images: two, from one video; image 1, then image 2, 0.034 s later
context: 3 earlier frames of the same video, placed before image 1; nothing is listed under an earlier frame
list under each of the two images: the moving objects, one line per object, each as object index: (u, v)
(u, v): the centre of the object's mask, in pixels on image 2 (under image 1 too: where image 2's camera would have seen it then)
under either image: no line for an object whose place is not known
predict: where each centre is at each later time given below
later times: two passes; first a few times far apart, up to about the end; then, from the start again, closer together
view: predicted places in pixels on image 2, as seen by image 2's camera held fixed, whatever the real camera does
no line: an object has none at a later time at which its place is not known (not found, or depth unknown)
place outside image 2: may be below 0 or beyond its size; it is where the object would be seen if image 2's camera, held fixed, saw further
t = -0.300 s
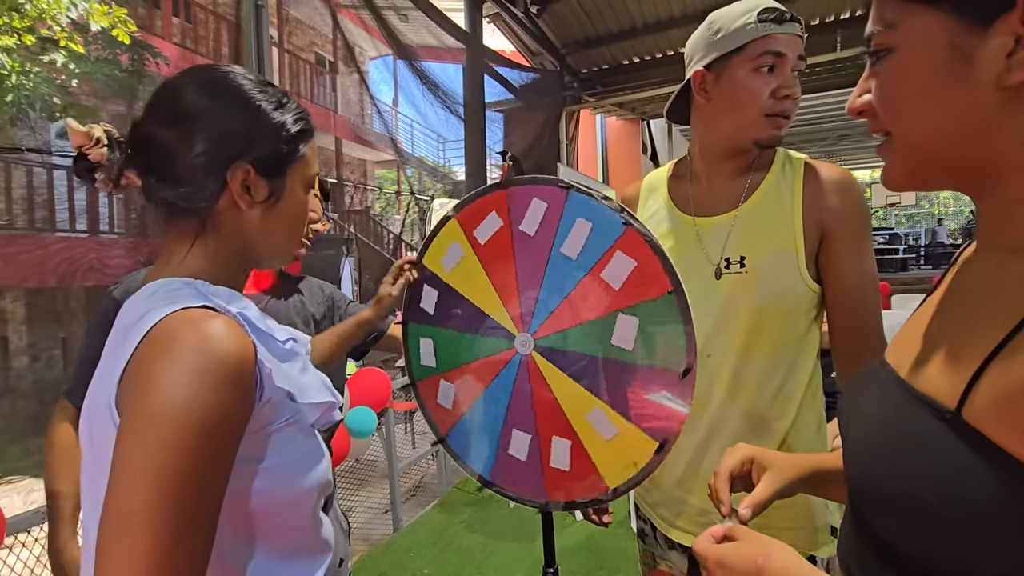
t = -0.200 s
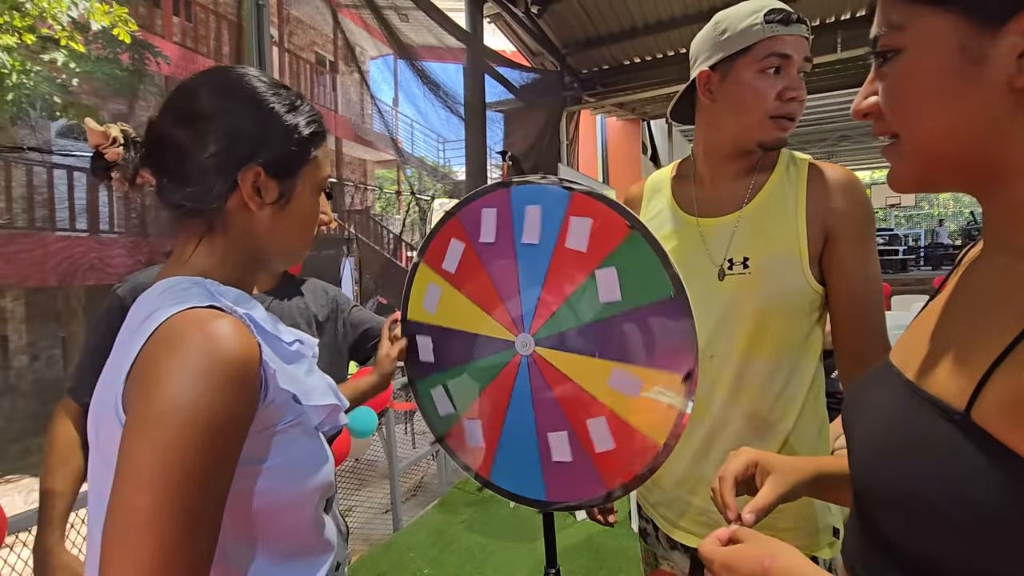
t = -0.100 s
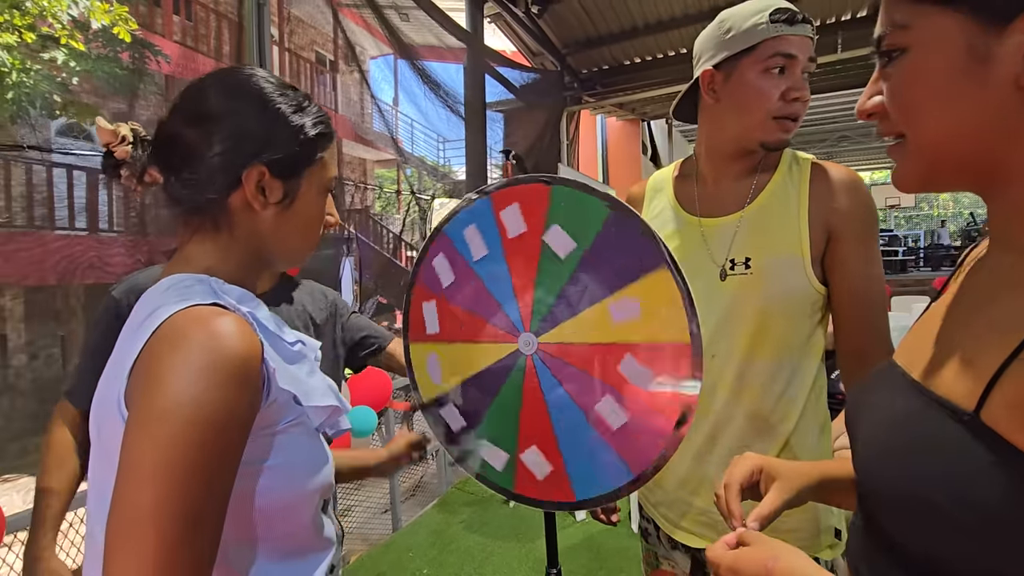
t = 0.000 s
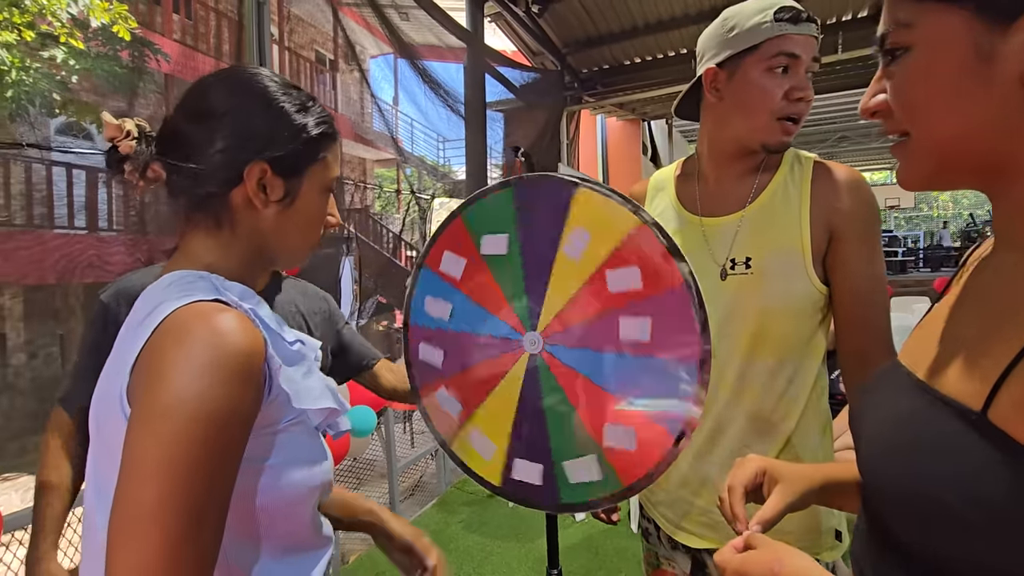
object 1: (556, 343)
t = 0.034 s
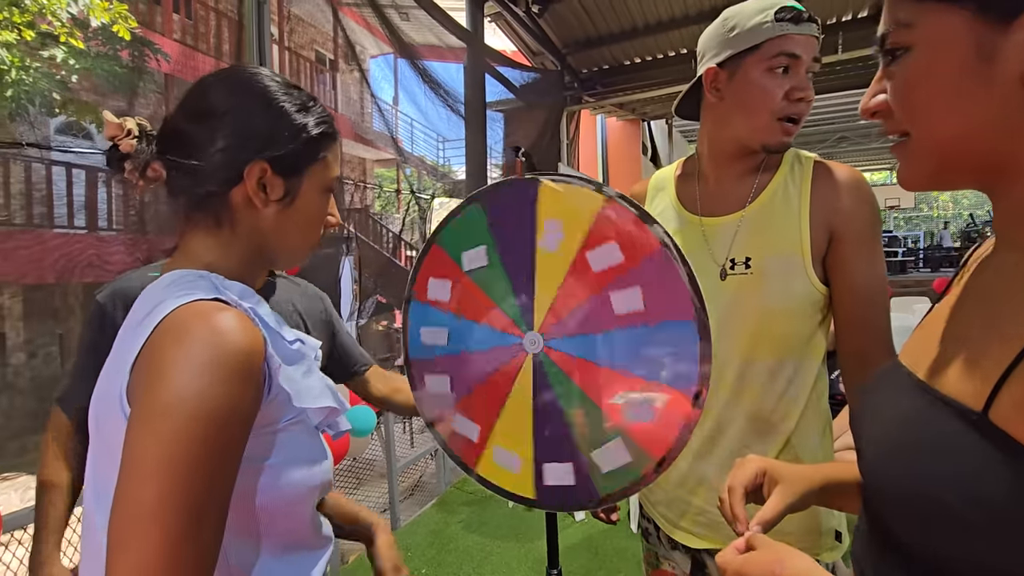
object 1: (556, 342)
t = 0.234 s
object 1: (547, 341)
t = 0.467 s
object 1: (550, 341)
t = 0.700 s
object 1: (548, 342)
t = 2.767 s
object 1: (551, 340)
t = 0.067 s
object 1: (555, 342)
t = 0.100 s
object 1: (553, 342)
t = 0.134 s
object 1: (552, 342)
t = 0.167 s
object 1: (550, 342)
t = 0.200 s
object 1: (548, 341)
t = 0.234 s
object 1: (547, 341)
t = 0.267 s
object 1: (546, 341)
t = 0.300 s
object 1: (545, 341)
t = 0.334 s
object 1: (546, 341)
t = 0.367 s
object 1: (547, 341)
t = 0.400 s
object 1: (548, 341)
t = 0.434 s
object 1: (549, 341)
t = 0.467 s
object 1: (550, 341)
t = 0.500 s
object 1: (551, 342)
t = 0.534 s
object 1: (552, 342)
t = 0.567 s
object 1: (551, 341)
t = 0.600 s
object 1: (551, 341)
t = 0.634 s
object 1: (550, 341)
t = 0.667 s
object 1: (549, 341)
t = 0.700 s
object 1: (548, 342)
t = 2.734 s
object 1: (551, 340)
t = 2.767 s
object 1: (551, 340)
